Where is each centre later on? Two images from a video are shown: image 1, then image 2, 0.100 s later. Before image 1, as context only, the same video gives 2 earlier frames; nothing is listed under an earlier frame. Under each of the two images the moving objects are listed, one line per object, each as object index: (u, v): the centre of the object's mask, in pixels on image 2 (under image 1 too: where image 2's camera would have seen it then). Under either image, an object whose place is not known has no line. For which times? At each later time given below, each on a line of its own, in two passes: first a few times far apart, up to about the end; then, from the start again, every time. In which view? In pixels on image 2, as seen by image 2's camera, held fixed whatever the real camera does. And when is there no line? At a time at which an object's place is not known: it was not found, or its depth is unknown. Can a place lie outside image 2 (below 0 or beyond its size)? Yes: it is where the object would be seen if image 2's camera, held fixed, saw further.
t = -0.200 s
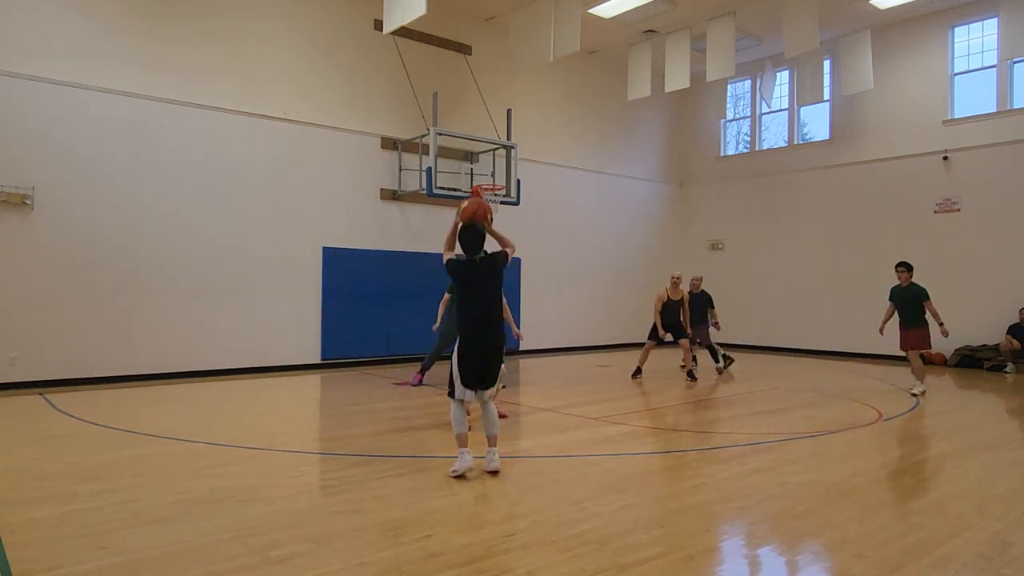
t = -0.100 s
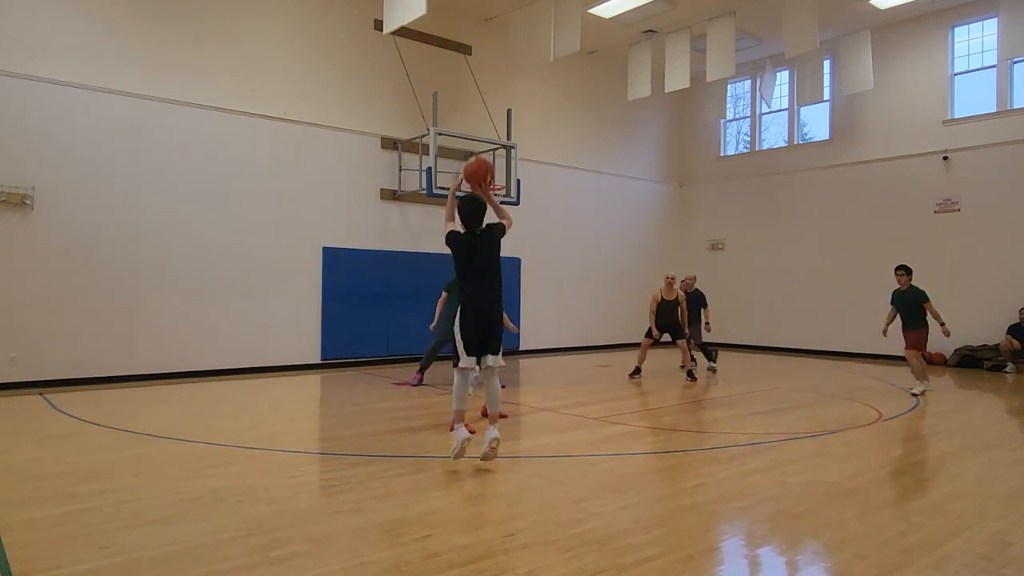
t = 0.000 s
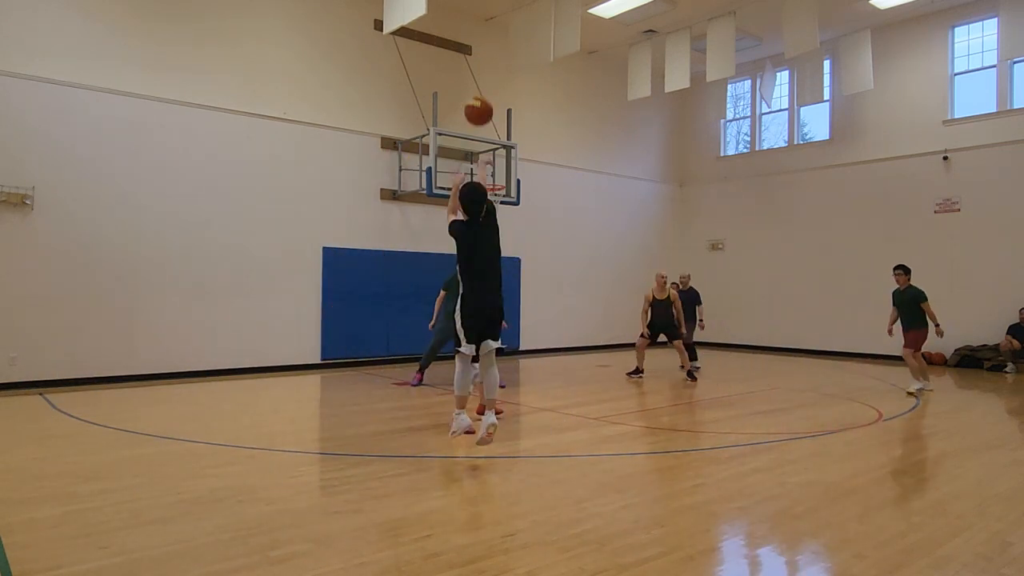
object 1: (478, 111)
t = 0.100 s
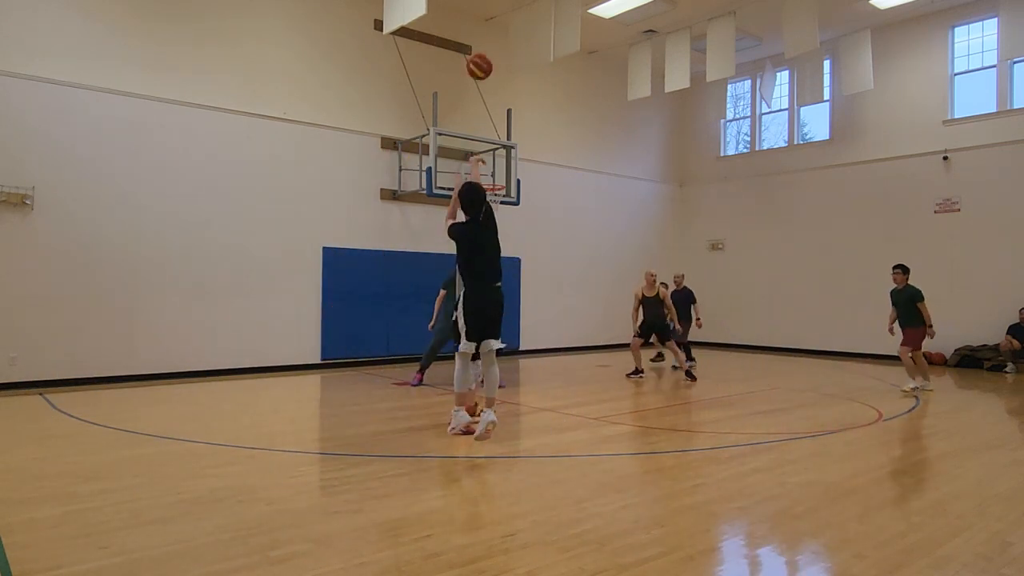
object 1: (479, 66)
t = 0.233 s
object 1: (479, 33)
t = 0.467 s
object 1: (479, 23)
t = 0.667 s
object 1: (478, 47)
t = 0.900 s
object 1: (477, 102)
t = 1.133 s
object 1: (477, 177)
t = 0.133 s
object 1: (479, 55)
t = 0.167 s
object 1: (480, 46)
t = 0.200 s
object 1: (480, 39)
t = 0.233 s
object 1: (479, 33)
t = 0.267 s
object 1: (479, 28)
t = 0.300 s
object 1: (479, 24)
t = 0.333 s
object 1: (479, 22)
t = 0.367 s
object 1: (479, 21)
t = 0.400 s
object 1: (479, 20)
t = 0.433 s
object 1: (479, 21)
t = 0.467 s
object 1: (479, 23)
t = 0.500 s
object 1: (478, 25)
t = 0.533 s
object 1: (478, 29)
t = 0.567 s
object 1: (478, 32)
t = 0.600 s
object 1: (478, 37)
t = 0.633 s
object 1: (478, 42)
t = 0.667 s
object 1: (478, 47)
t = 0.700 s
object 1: (478, 54)
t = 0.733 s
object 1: (478, 60)
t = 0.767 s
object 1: (478, 68)
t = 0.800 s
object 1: (478, 76)
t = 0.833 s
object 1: (478, 85)
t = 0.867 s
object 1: (477, 93)
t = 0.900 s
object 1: (477, 102)
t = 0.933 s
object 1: (477, 112)
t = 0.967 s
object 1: (477, 122)
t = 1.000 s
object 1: (477, 133)
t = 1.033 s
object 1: (477, 143)
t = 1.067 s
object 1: (477, 154)
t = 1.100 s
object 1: (477, 166)
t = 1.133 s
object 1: (477, 177)
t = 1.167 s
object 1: (477, 173)
